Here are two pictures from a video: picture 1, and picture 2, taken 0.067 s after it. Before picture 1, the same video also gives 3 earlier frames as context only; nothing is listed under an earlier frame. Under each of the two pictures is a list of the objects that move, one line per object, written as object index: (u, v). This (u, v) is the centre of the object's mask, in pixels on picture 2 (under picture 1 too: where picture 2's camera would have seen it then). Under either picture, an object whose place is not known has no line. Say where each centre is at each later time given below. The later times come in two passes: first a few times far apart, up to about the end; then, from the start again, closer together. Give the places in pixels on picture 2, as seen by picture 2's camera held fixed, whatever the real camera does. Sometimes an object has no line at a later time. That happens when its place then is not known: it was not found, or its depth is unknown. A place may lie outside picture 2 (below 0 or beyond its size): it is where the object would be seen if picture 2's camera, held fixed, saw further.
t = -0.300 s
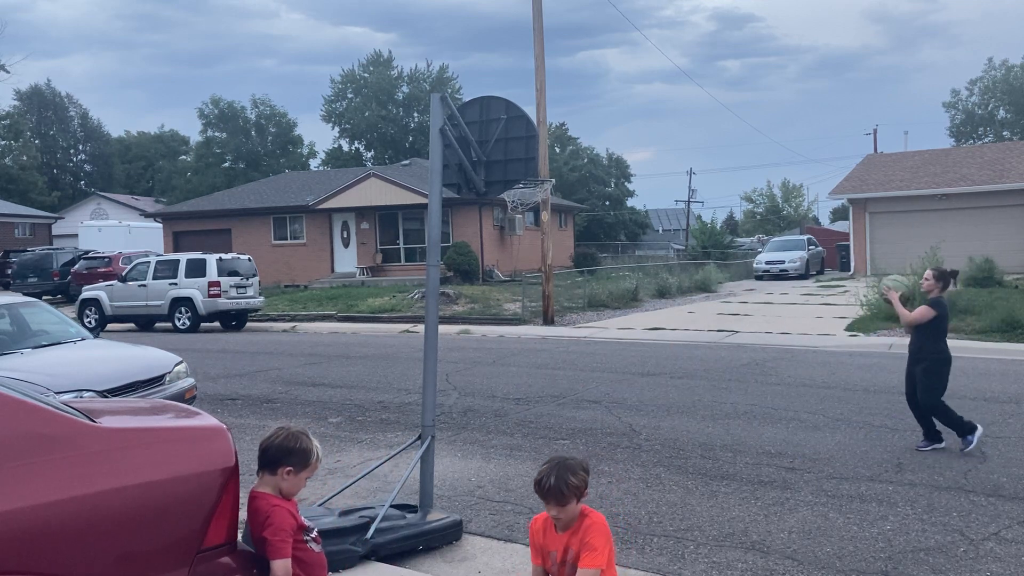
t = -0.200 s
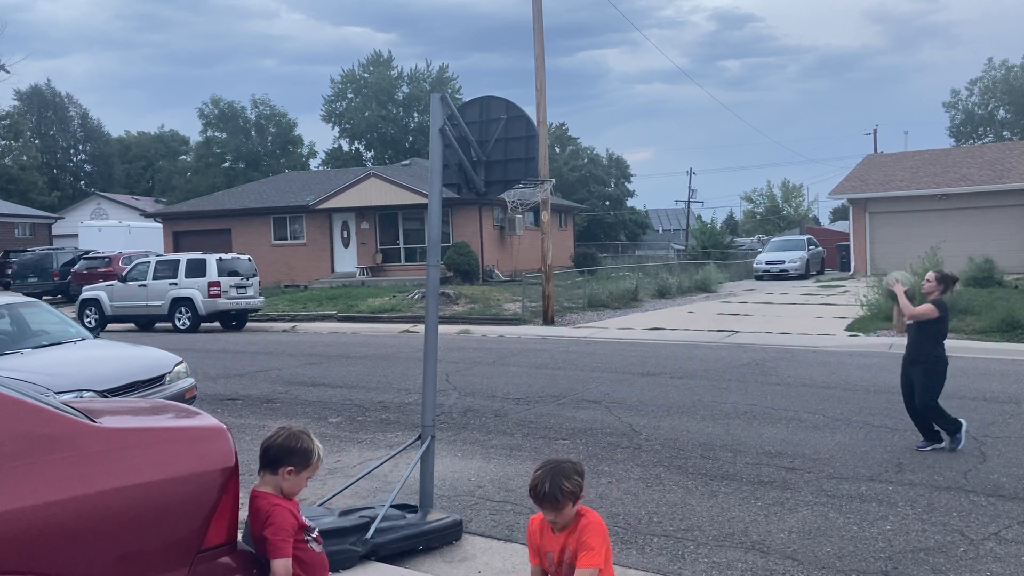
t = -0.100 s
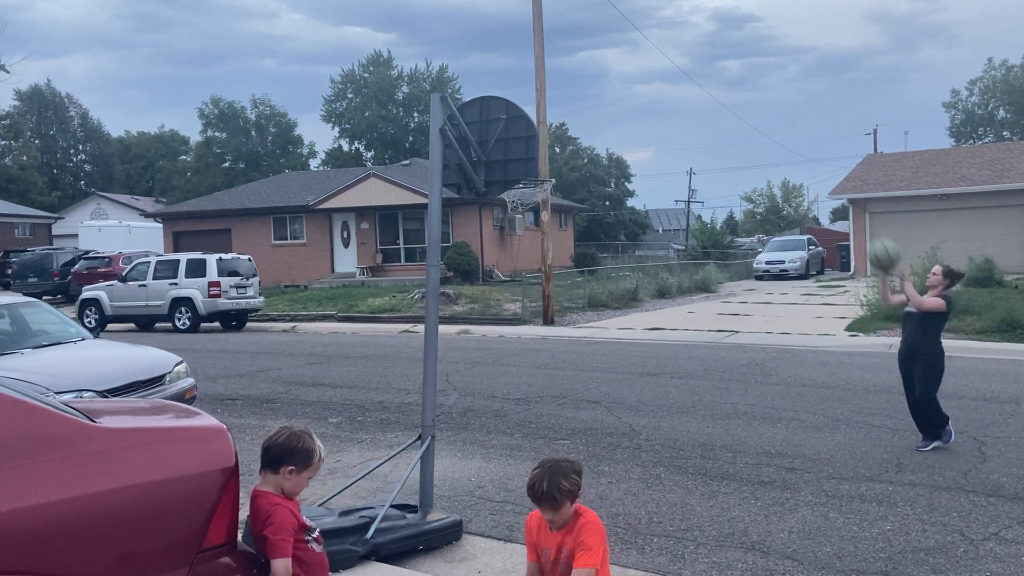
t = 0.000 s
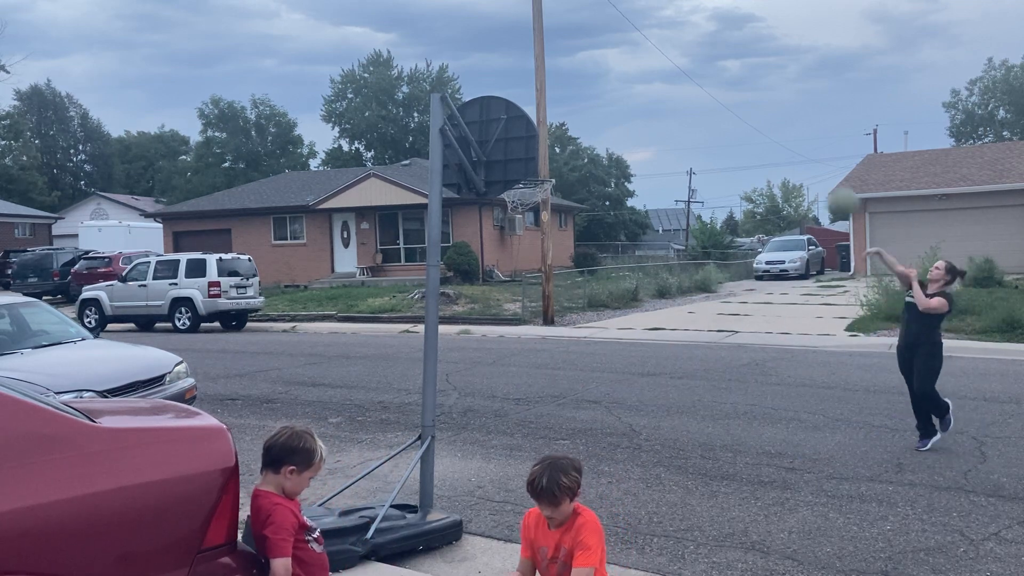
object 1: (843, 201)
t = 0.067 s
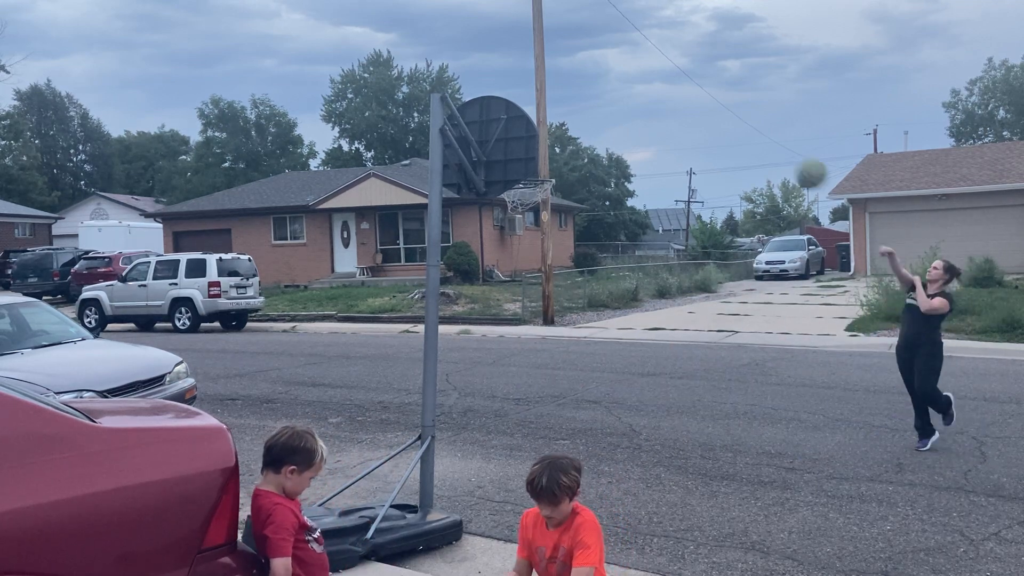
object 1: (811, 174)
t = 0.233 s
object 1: (732, 124)
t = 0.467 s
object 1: (619, 114)
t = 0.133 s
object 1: (781, 150)
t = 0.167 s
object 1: (764, 140)
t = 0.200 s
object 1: (748, 132)
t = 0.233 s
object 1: (732, 124)
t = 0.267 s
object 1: (716, 118)
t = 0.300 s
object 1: (700, 114)
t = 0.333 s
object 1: (683, 111)
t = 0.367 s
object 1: (670, 110)
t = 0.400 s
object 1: (654, 110)
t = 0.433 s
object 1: (637, 111)
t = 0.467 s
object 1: (619, 114)
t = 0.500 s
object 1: (602, 119)
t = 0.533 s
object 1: (581, 126)
